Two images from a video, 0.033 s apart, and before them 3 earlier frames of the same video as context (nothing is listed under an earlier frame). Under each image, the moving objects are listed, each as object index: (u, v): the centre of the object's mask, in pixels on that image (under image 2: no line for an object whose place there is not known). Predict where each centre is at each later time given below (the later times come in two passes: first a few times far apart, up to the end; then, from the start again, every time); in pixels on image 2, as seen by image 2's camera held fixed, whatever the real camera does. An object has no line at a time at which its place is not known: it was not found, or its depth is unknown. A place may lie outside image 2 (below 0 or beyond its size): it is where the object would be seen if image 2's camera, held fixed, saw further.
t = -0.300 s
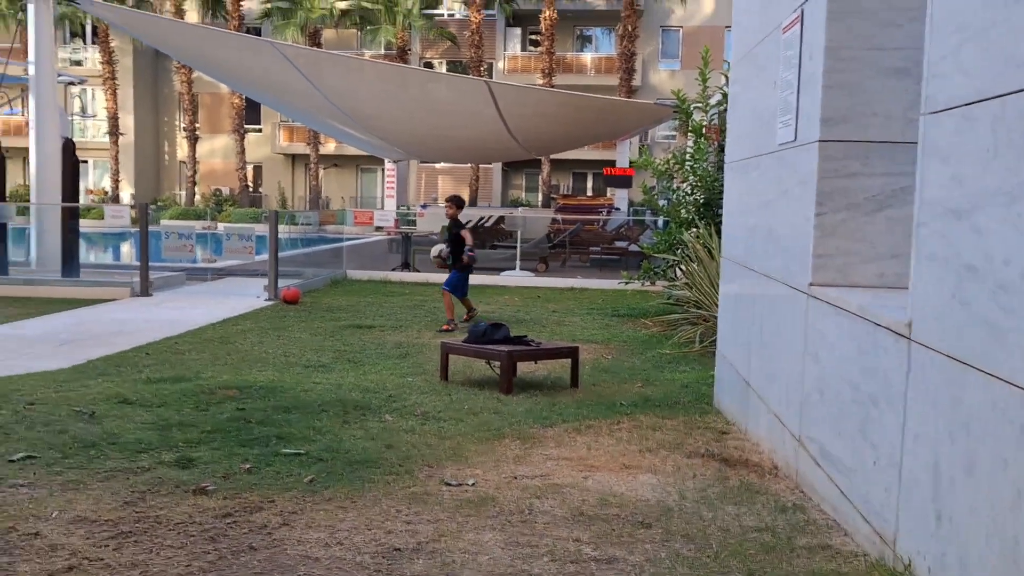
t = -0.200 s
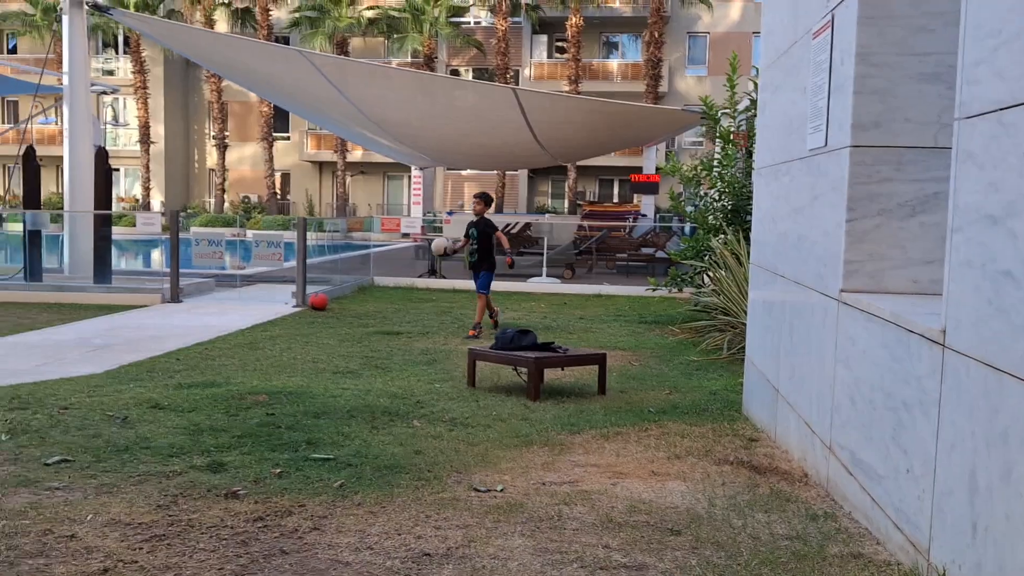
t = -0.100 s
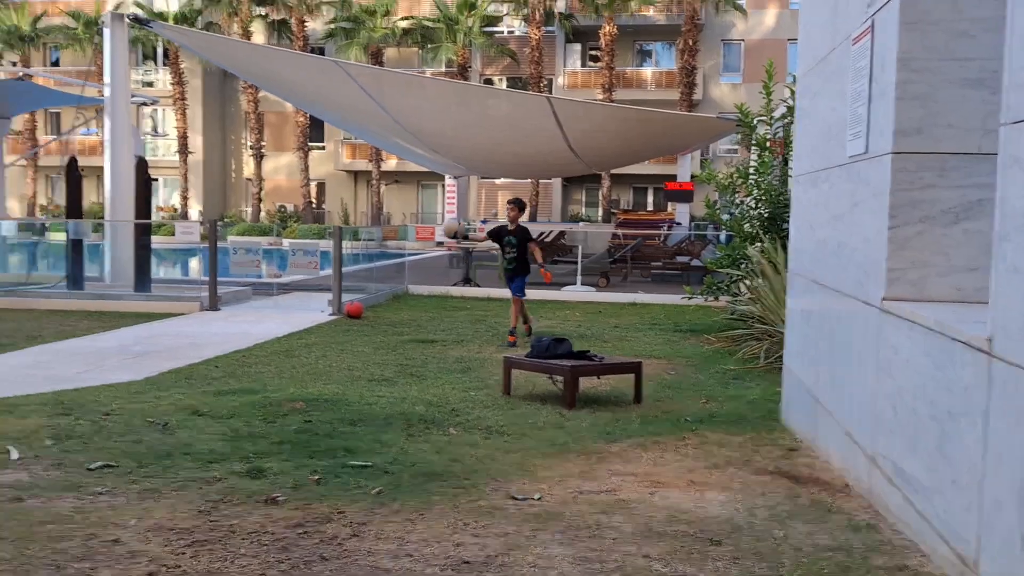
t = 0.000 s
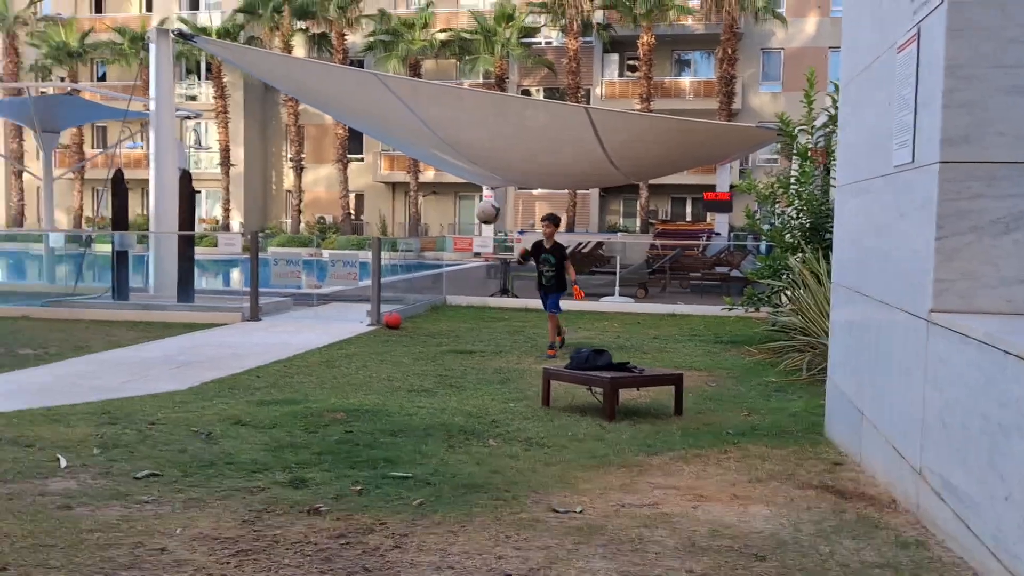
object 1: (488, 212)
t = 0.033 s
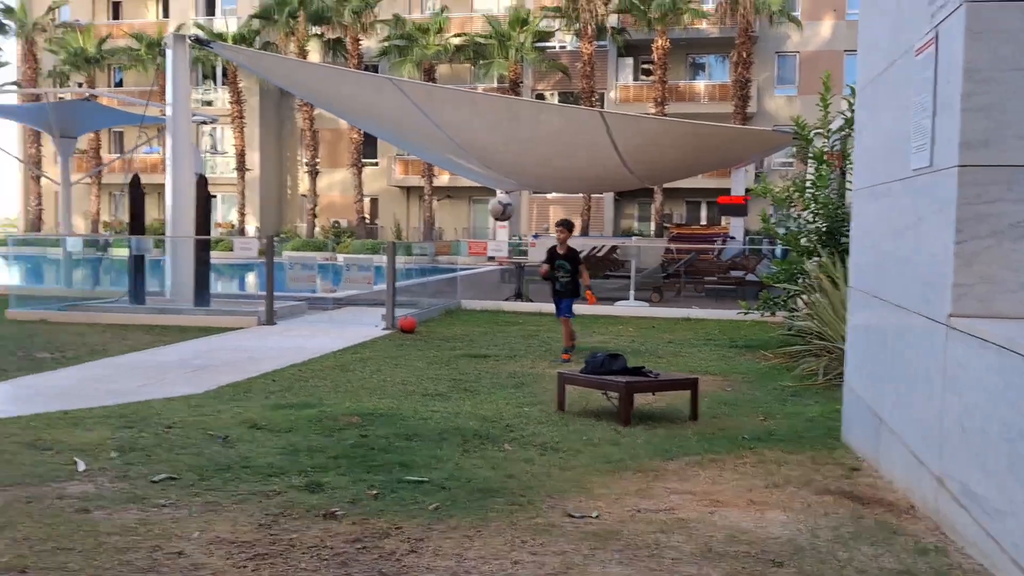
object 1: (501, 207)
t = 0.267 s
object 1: (490, 190)
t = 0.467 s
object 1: (480, 247)
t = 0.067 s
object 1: (500, 202)
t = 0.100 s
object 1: (499, 197)
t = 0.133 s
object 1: (497, 193)
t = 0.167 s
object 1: (495, 190)
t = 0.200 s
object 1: (494, 188)
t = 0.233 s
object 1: (492, 189)
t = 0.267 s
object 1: (490, 190)
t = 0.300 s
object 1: (489, 194)
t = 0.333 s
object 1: (487, 199)
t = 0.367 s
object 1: (487, 208)
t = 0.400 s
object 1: (485, 219)
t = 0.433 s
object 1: (482, 231)
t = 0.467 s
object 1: (480, 247)
